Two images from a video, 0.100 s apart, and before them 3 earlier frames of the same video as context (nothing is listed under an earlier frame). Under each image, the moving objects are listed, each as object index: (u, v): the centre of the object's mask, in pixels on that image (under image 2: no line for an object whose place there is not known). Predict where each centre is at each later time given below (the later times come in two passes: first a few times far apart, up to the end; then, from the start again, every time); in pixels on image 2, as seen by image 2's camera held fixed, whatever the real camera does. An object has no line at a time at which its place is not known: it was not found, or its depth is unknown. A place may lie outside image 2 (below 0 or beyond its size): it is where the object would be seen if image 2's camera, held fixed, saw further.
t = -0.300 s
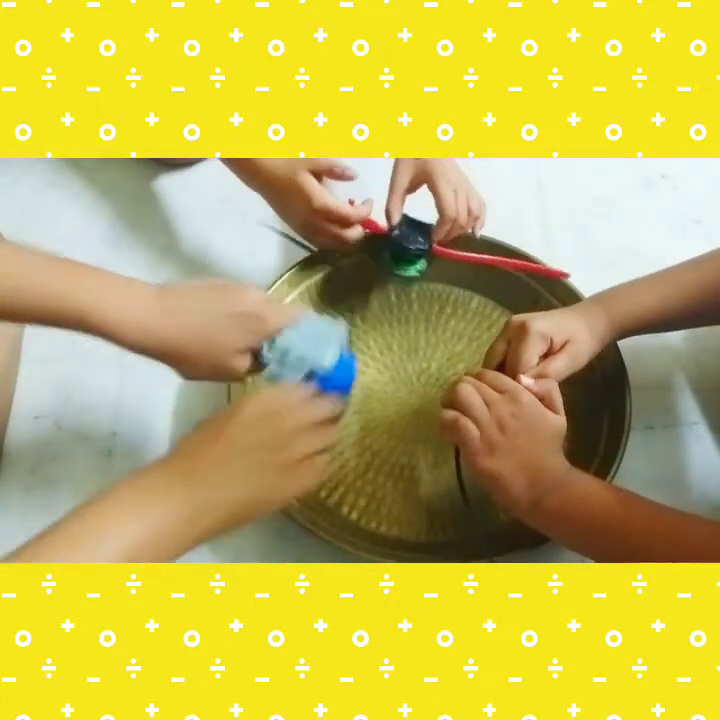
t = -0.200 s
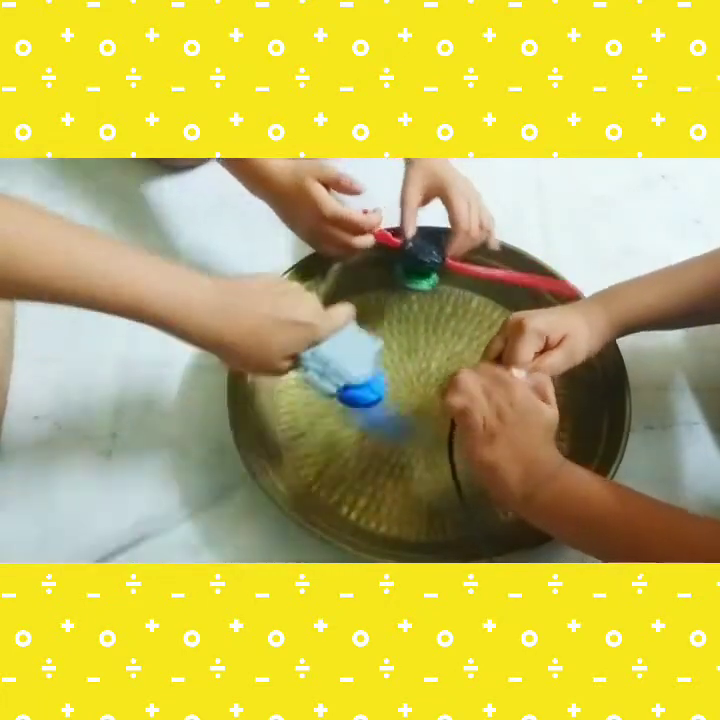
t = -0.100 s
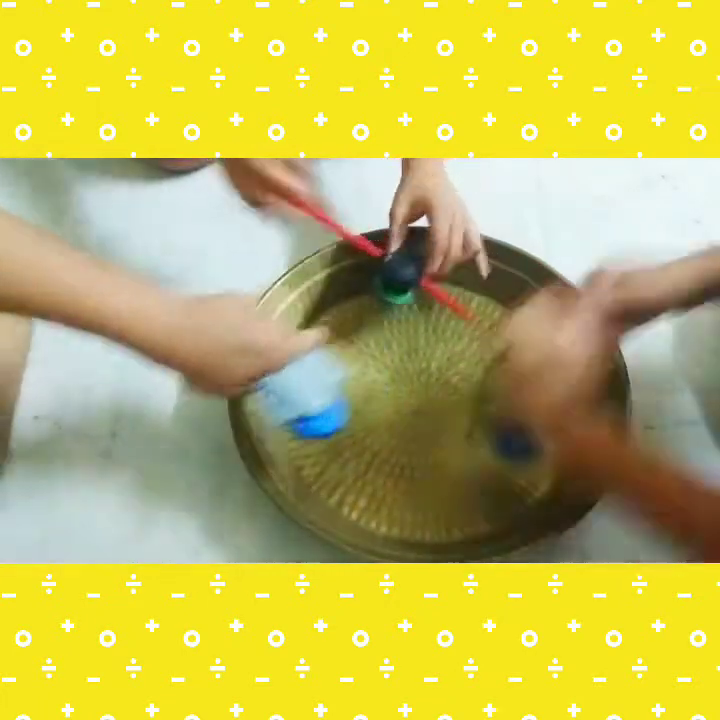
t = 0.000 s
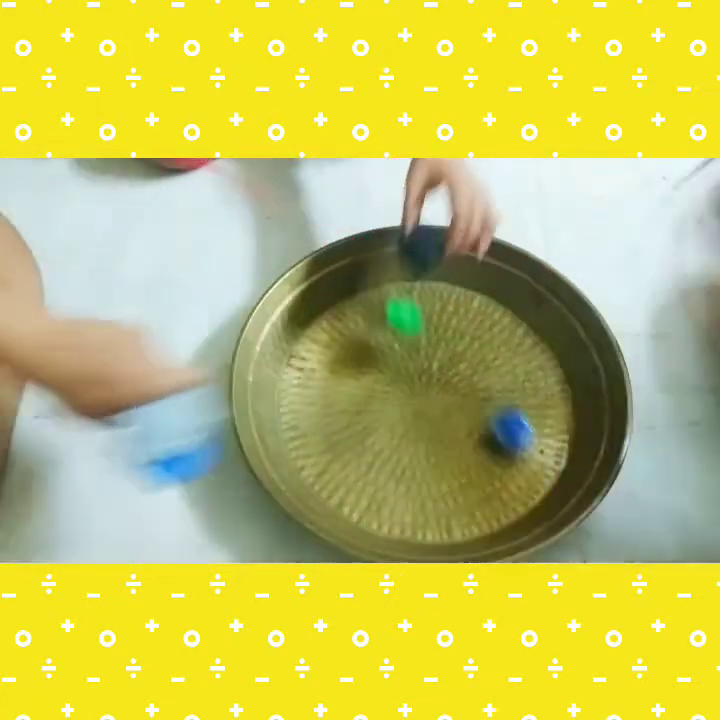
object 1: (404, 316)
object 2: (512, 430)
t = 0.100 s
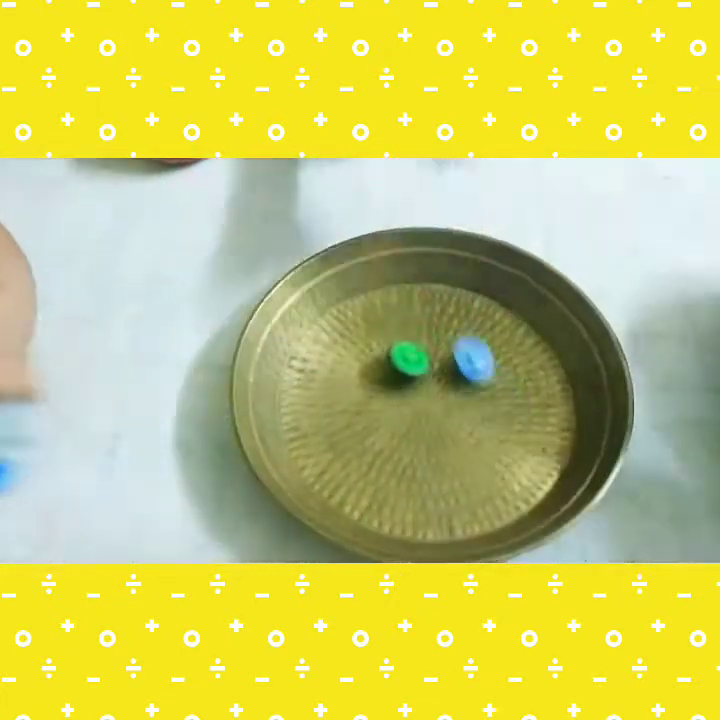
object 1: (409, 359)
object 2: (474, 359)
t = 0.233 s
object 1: (398, 364)
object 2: (448, 293)
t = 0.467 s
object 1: (359, 338)
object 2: (404, 304)
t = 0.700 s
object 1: (327, 311)
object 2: (423, 283)
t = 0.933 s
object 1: (338, 311)
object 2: (444, 292)
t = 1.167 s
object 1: (367, 288)
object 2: (475, 308)
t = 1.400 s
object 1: (397, 284)
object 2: (501, 323)
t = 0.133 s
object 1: (407, 359)
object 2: (465, 340)
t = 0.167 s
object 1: (404, 360)
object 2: (456, 323)
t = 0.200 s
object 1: (401, 363)
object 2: (452, 308)
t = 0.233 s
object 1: (398, 364)
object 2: (448, 293)
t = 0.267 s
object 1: (395, 362)
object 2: (443, 284)
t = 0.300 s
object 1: (389, 360)
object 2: (433, 283)
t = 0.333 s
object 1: (385, 354)
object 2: (421, 289)
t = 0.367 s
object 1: (382, 349)
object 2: (410, 299)
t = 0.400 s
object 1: (378, 343)
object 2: (403, 305)
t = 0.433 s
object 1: (372, 339)
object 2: (400, 308)
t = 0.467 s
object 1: (359, 338)
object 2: (404, 304)
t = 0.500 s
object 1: (349, 336)
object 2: (408, 298)
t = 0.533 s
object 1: (341, 333)
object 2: (411, 294)
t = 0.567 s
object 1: (333, 330)
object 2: (414, 291)
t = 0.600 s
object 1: (327, 324)
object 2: (417, 286)
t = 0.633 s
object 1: (322, 316)
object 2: (420, 280)
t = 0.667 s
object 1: (323, 310)
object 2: (422, 279)
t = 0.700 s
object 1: (327, 311)
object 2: (423, 283)
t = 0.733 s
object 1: (330, 317)
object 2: (424, 286)
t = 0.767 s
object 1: (331, 317)
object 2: (425, 287)
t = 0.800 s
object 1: (330, 316)
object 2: (427, 288)
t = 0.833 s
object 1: (329, 316)
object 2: (428, 288)
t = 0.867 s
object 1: (330, 316)
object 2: (433, 290)
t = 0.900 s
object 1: (332, 315)
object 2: (439, 291)
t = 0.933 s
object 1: (338, 311)
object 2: (444, 292)
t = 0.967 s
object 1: (343, 308)
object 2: (449, 295)
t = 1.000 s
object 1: (347, 305)
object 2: (453, 297)
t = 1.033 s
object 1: (351, 301)
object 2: (457, 298)
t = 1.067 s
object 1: (354, 296)
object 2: (460, 301)
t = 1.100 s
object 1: (358, 292)
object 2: (464, 302)
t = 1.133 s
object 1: (362, 290)
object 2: (469, 305)
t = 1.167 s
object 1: (367, 288)
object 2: (475, 308)
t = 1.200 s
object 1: (372, 285)
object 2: (479, 310)
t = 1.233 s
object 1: (376, 283)
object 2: (483, 311)
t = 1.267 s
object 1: (380, 281)
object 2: (487, 314)
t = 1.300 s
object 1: (384, 279)
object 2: (490, 315)
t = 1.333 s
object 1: (388, 277)
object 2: (494, 317)
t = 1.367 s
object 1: (393, 279)
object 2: (498, 319)
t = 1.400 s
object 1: (397, 284)
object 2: (501, 323)
